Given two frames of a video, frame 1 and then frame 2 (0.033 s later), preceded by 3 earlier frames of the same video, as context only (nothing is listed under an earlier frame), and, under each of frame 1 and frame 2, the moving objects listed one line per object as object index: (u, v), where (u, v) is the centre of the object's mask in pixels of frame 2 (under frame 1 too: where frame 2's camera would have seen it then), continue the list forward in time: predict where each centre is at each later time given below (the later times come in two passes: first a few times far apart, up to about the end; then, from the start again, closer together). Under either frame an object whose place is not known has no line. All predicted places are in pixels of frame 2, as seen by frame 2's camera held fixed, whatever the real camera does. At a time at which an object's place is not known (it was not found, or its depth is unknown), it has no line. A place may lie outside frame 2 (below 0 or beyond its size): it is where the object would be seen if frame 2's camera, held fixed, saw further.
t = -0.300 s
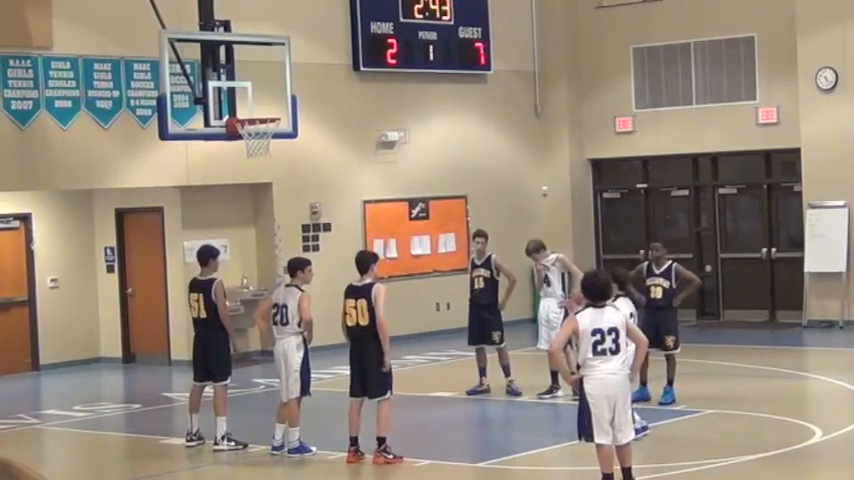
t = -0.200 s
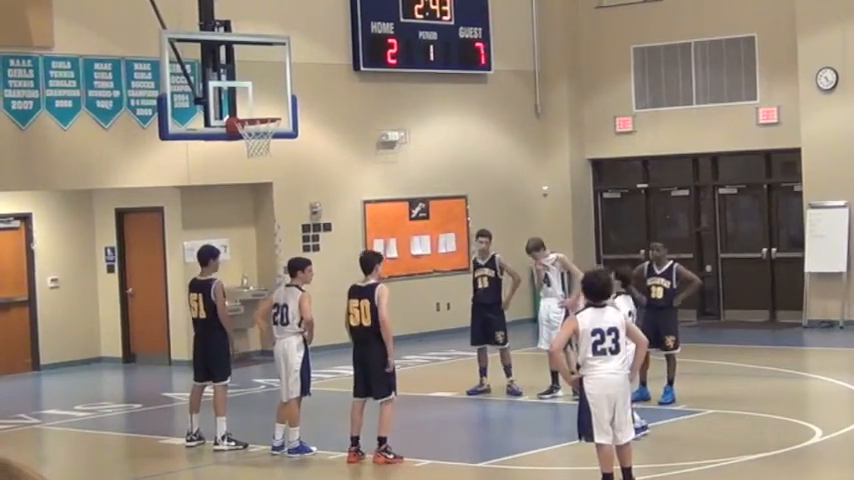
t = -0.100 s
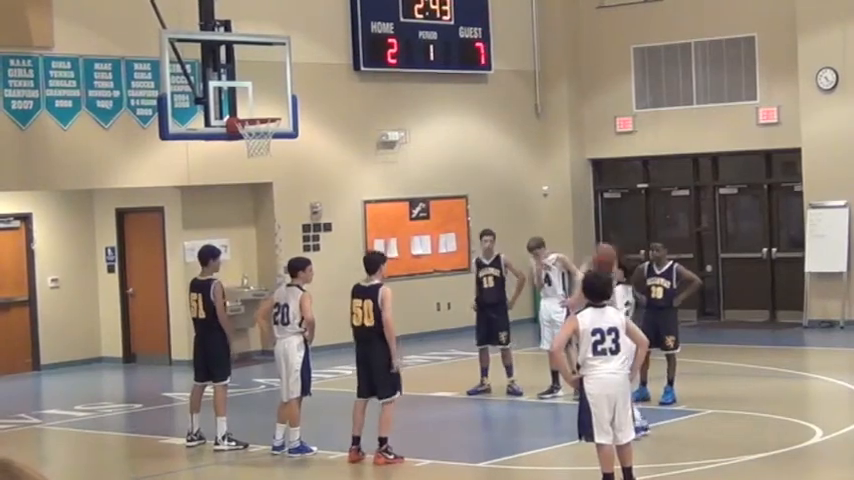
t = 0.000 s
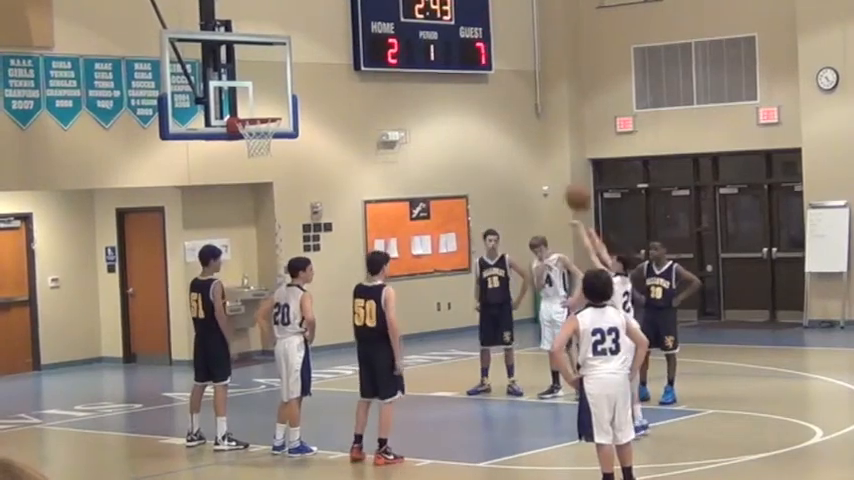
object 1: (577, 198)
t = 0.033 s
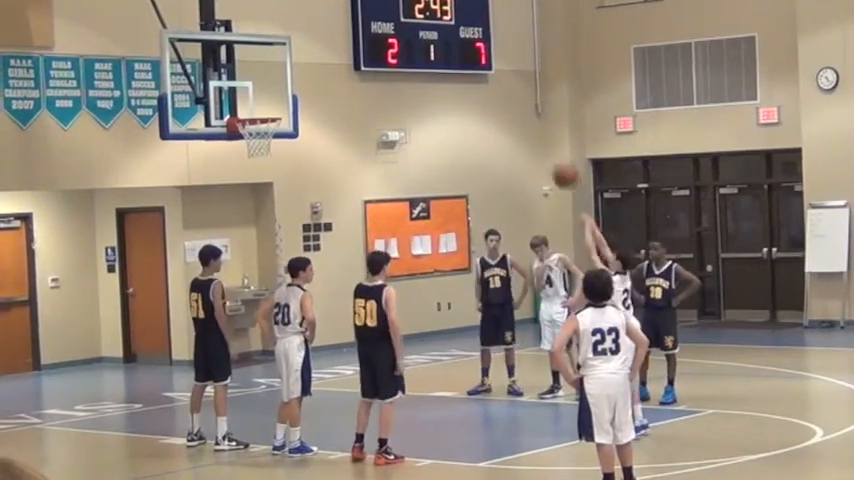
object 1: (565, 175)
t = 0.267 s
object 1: (476, 65)
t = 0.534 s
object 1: (388, 16)
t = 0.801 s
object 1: (311, 39)
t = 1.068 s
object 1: (252, 120)
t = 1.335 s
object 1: (274, 139)
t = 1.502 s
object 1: (257, 170)
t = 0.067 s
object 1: (552, 156)
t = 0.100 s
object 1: (539, 138)
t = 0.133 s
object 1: (526, 122)
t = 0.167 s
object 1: (514, 106)
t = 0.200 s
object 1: (501, 91)
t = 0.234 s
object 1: (490, 78)
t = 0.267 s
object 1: (476, 65)
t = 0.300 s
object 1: (465, 54)
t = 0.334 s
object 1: (455, 47)
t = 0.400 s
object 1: (430, 33)
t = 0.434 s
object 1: (422, 27)
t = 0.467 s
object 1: (409, 22)
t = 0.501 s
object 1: (400, 18)
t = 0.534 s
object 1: (388, 16)
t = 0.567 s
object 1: (379, 14)
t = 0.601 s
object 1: (369, 15)
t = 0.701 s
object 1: (338, 23)
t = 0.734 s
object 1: (330, 28)
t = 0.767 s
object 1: (320, 33)
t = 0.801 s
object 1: (311, 39)
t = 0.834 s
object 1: (303, 47)
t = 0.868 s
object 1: (294, 56)
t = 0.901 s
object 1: (285, 65)
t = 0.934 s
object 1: (276, 75)
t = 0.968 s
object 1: (268, 86)
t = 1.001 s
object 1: (260, 98)
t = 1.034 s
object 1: (252, 111)
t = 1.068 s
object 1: (252, 120)
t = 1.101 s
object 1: (262, 128)
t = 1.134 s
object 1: (271, 137)
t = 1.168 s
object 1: (277, 136)
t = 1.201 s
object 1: (279, 132)
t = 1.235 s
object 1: (280, 131)
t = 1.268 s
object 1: (279, 133)
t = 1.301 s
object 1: (276, 135)
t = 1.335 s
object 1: (274, 139)
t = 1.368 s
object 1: (270, 143)
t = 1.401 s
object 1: (267, 148)
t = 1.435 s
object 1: (264, 155)
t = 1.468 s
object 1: (260, 162)
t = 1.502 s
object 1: (257, 170)
